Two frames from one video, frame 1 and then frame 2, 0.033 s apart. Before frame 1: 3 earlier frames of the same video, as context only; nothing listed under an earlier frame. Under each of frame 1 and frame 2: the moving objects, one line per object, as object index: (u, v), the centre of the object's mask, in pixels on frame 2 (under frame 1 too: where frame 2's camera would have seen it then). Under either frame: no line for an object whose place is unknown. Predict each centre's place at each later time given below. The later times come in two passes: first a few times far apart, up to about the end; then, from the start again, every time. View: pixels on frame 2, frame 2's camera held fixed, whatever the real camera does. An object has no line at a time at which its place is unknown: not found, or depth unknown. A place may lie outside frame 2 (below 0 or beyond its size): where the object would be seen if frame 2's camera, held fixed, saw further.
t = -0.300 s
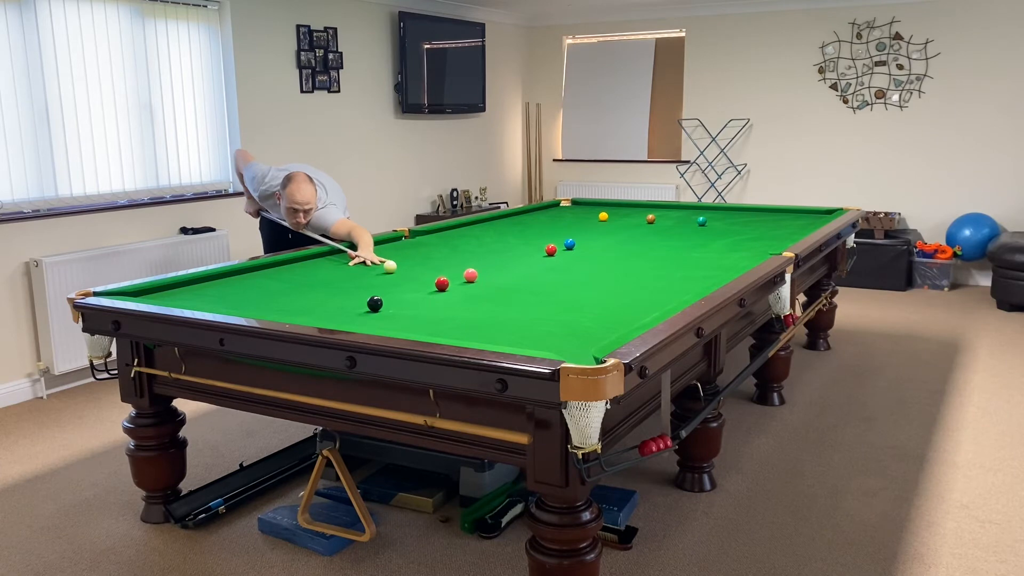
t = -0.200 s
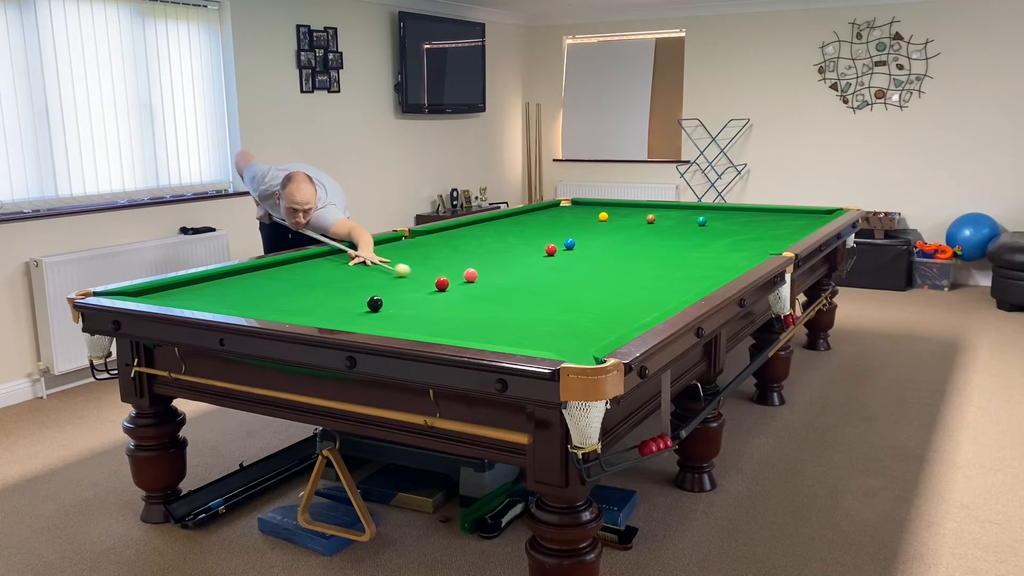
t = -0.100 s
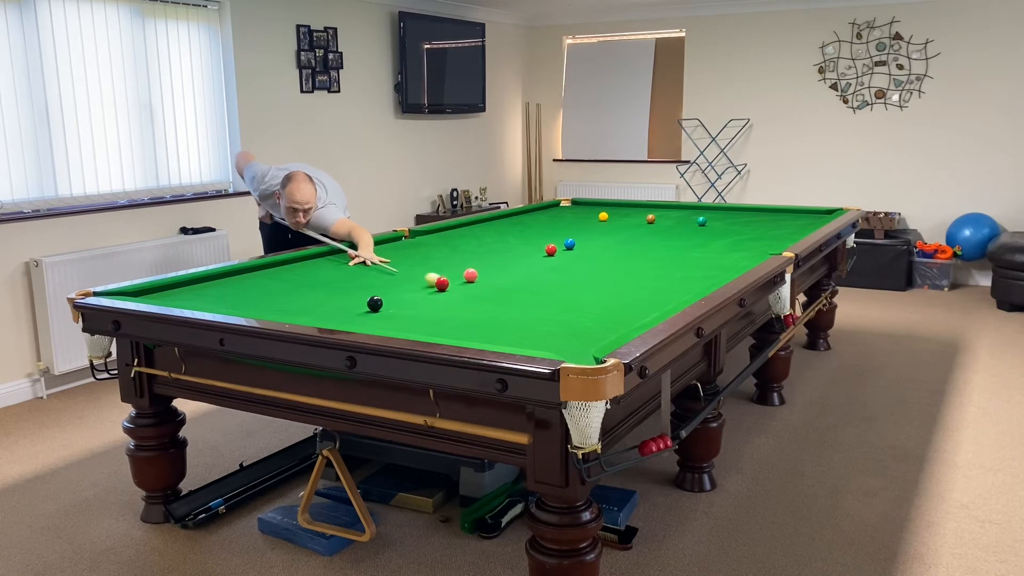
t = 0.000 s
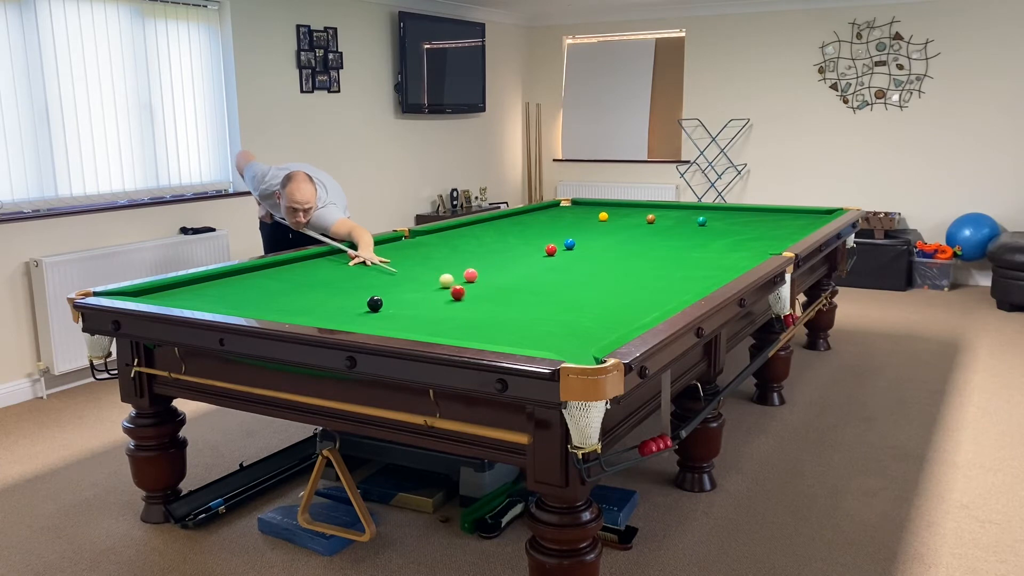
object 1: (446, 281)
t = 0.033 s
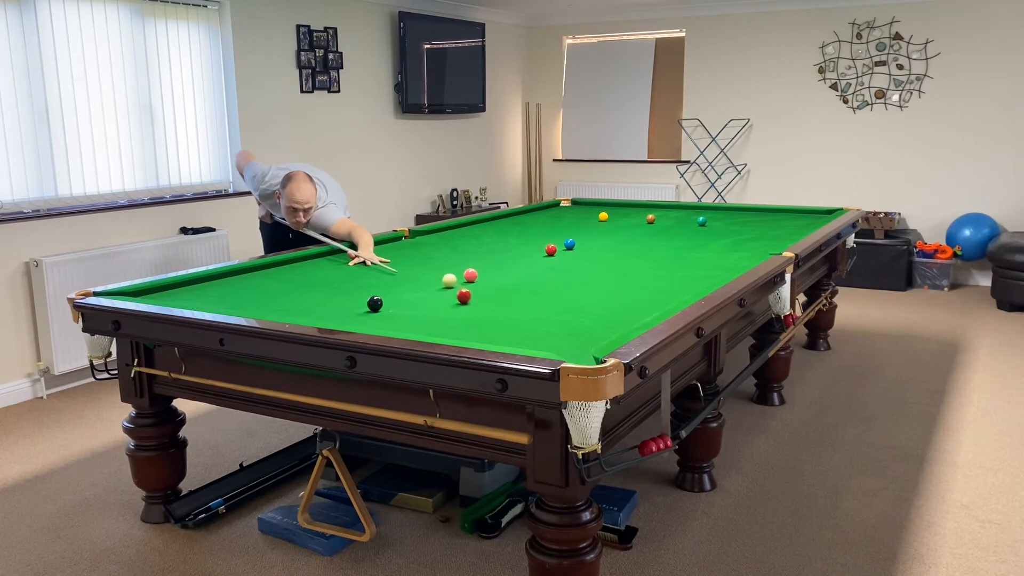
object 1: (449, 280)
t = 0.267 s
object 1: (469, 280)
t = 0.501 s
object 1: (487, 279)
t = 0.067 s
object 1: (452, 280)
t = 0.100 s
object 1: (455, 280)
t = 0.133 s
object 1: (458, 280)
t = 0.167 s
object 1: (461, 280)
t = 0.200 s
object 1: (463, 280)
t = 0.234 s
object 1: (466, 280)
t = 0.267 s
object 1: (469, 280)
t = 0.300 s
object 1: (472, 280)
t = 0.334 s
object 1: (474, 280)
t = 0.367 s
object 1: (477, 279)
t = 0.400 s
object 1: (479, 279)
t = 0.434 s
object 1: (482, 279)
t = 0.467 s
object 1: (485, 279)
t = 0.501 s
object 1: (487, 279)
